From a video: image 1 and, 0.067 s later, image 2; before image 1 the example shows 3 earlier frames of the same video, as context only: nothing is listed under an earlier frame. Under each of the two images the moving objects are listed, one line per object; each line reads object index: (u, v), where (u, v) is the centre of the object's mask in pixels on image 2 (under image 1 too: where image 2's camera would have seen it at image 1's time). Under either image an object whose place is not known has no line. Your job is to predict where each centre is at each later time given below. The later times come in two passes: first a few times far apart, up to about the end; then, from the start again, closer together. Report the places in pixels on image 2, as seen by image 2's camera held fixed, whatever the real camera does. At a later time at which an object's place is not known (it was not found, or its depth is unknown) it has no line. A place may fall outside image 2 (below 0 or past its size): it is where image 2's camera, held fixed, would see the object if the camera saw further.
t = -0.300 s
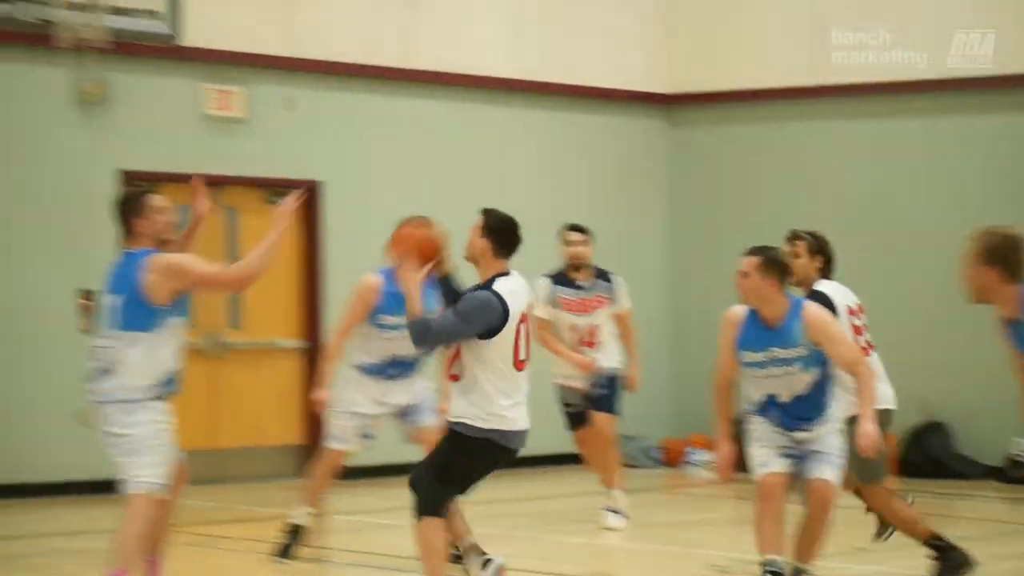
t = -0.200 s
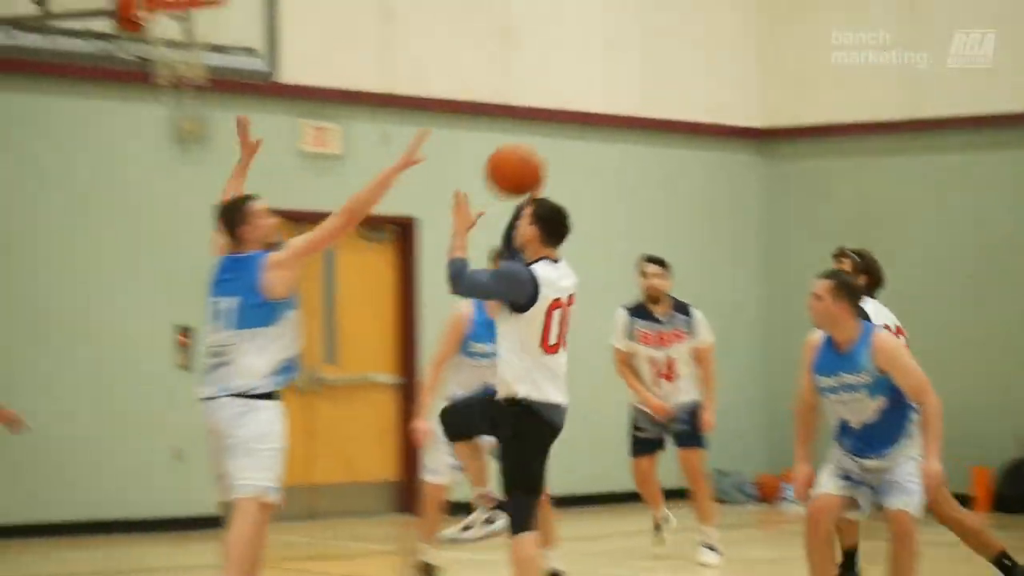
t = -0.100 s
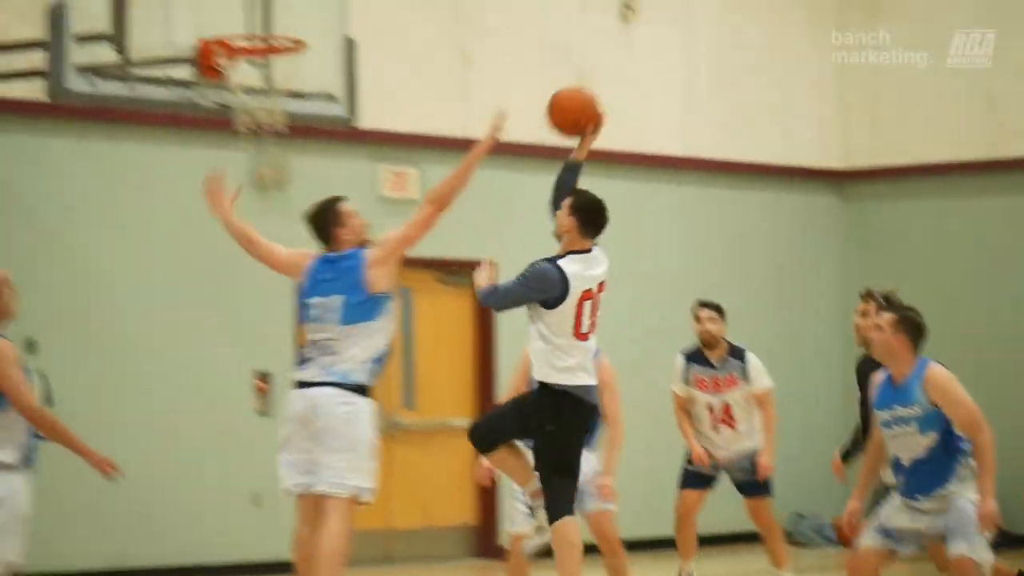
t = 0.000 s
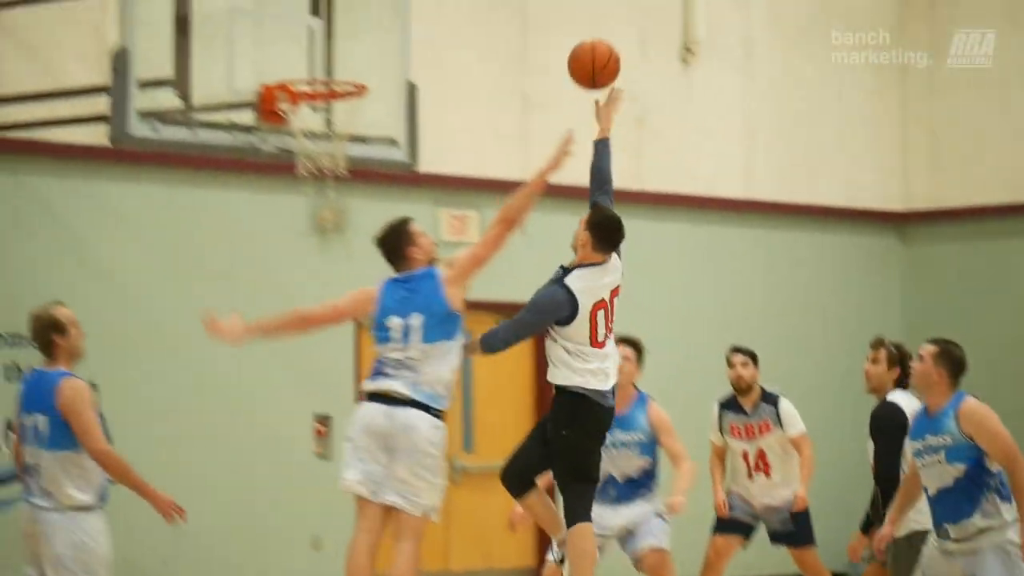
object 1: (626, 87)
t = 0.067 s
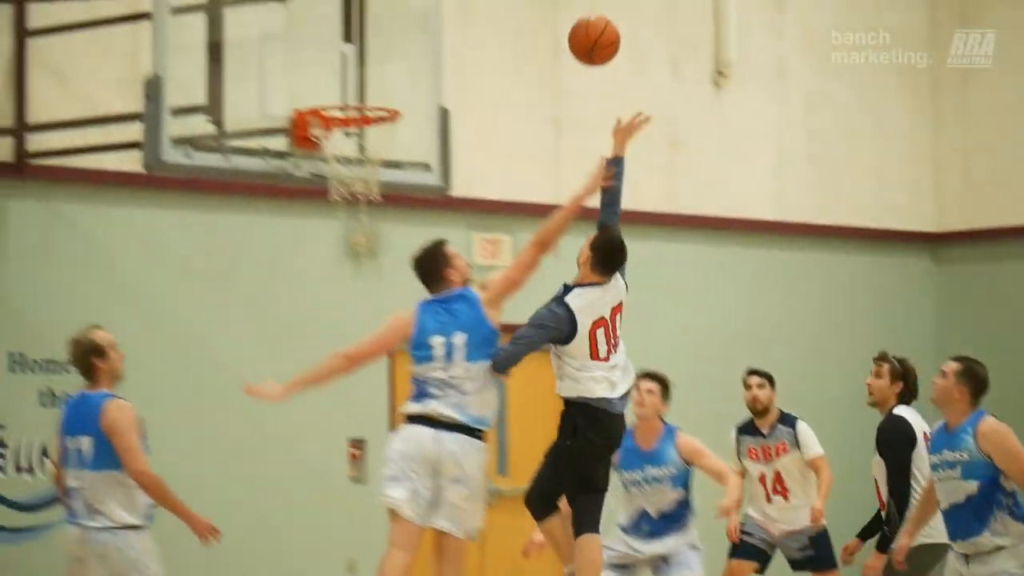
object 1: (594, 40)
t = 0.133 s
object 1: (563, 4)
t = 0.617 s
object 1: (364, 19)
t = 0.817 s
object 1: (353, 79)
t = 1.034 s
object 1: (448, 87)
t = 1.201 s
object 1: (518, 150)
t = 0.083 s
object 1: (586, 30)
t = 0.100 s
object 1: (578, 20)
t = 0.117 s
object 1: (570, 12)
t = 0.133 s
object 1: (563, 4)
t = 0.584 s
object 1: (377, 3)
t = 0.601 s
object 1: (370, 10)
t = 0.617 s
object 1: (364, 19)
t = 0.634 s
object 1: (359, 27)
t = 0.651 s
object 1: (352, 35)
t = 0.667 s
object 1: (346, 45)
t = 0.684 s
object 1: (340, 56)
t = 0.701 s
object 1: (334, 67)
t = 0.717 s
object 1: (328, 78)
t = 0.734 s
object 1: (321, 89)
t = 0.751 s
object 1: (323, 91)
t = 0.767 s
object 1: (330, 88)
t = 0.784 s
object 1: (338, 85)
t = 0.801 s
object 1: (346, 82)
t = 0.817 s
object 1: (353, 79)
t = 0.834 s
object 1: (361, 76)
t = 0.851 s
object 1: (368, 75)
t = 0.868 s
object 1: (376, 73)
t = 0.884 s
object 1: (383, 72)
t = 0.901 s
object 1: (390, 72)
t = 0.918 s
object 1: (398, 72)
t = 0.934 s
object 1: (405, 73)
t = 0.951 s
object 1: (412, 74)
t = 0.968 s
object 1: (420, 76)
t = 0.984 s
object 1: (427, 78)
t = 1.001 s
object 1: (434, 80)
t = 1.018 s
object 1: (441, 84)
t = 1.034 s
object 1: (448, 87)
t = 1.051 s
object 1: (455, 91)
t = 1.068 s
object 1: (463, 96)
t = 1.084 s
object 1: (469, 101)
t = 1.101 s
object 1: (476, 107)
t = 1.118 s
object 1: (483, 113)
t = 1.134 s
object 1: (490, 120)
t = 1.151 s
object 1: (497, 127)
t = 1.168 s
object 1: (504, 134)
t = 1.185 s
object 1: (511, 142)
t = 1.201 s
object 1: (518, 150)
